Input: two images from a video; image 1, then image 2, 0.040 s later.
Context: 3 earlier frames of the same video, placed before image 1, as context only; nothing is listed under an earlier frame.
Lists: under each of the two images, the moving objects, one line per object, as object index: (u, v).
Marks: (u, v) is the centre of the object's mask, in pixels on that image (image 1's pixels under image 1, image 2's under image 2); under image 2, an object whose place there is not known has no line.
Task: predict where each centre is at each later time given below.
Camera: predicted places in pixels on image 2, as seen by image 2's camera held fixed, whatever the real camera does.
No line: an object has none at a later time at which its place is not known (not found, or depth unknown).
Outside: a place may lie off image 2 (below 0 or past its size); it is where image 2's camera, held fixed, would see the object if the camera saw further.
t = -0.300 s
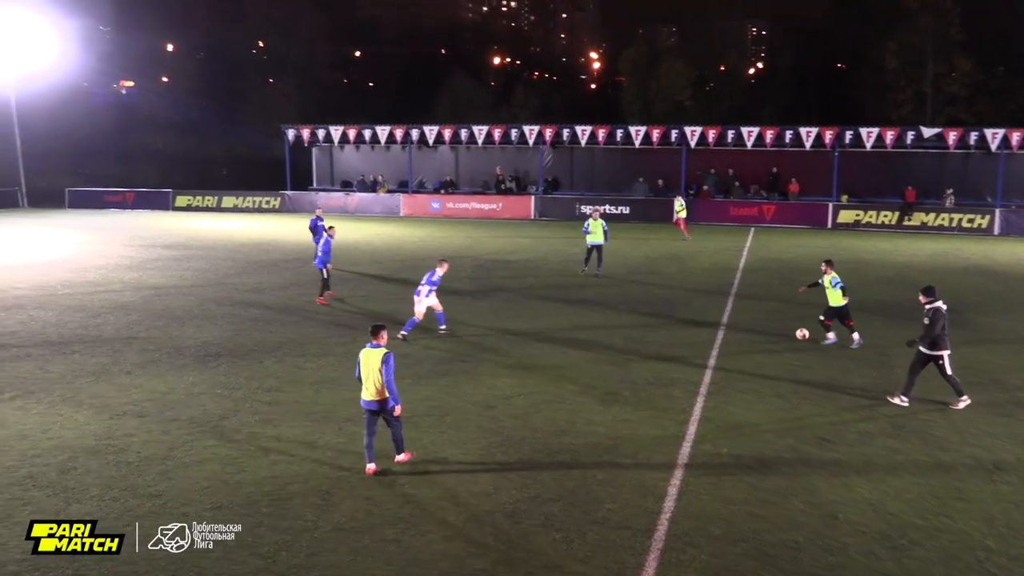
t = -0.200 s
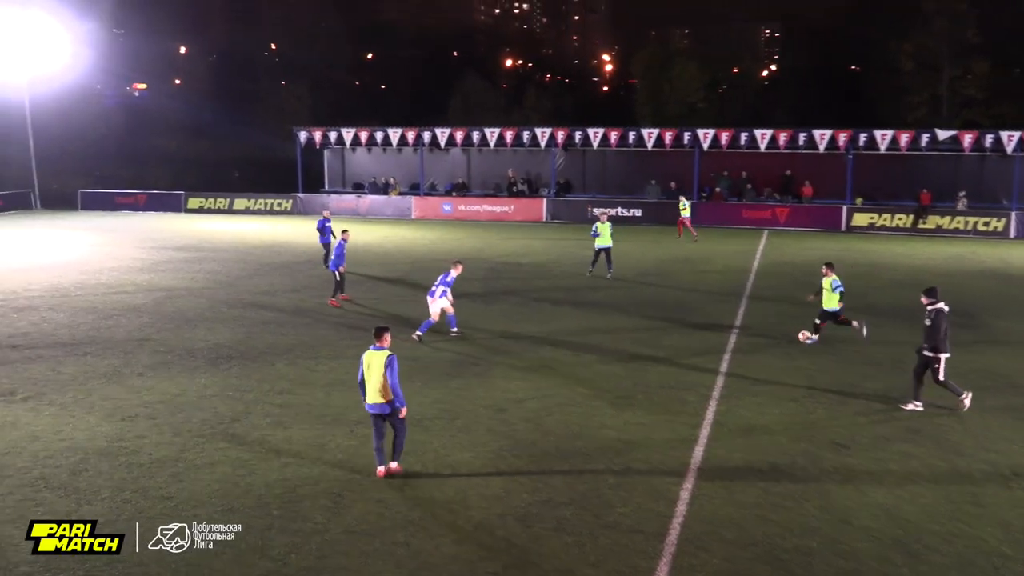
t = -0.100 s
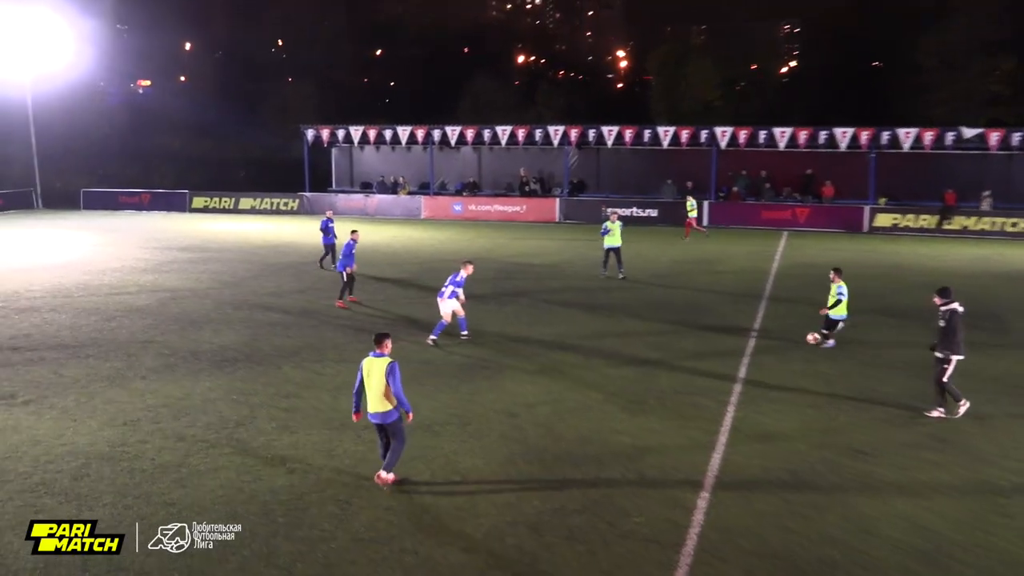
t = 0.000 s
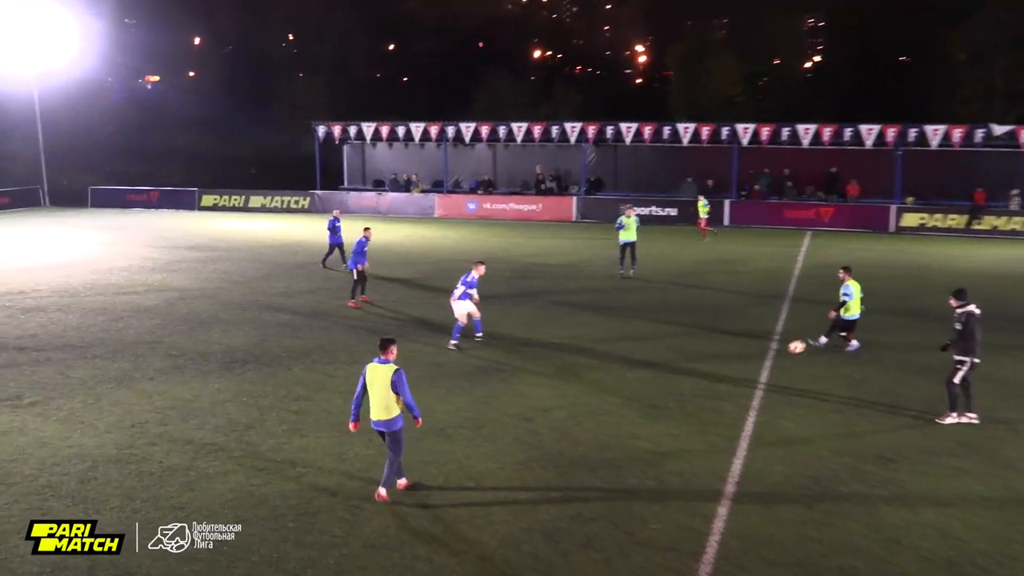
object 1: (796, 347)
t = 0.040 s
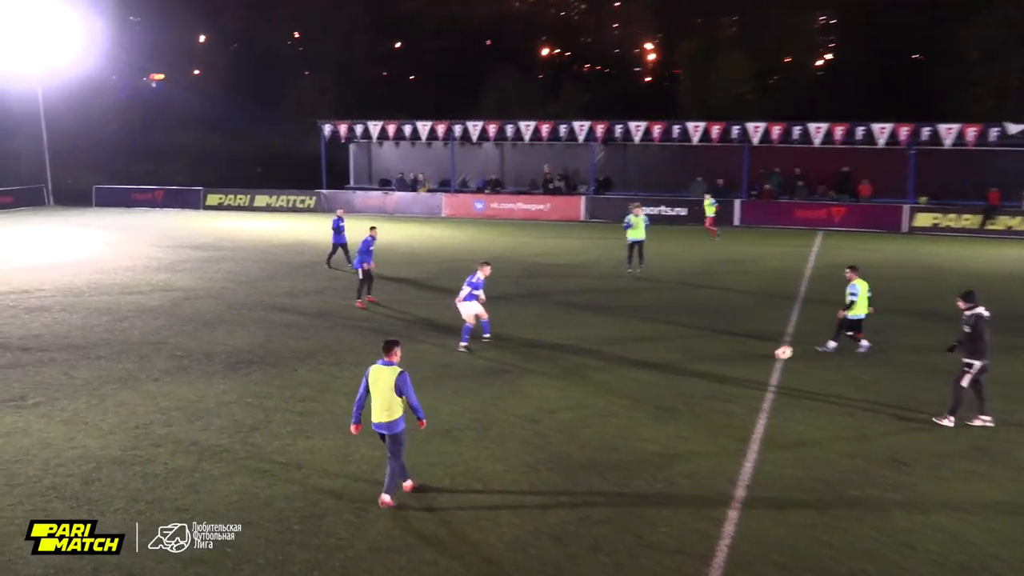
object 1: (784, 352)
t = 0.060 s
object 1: (772, 355)
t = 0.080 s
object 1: (761, 358)
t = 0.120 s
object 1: (738, 365)
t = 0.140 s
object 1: (726, 367)
